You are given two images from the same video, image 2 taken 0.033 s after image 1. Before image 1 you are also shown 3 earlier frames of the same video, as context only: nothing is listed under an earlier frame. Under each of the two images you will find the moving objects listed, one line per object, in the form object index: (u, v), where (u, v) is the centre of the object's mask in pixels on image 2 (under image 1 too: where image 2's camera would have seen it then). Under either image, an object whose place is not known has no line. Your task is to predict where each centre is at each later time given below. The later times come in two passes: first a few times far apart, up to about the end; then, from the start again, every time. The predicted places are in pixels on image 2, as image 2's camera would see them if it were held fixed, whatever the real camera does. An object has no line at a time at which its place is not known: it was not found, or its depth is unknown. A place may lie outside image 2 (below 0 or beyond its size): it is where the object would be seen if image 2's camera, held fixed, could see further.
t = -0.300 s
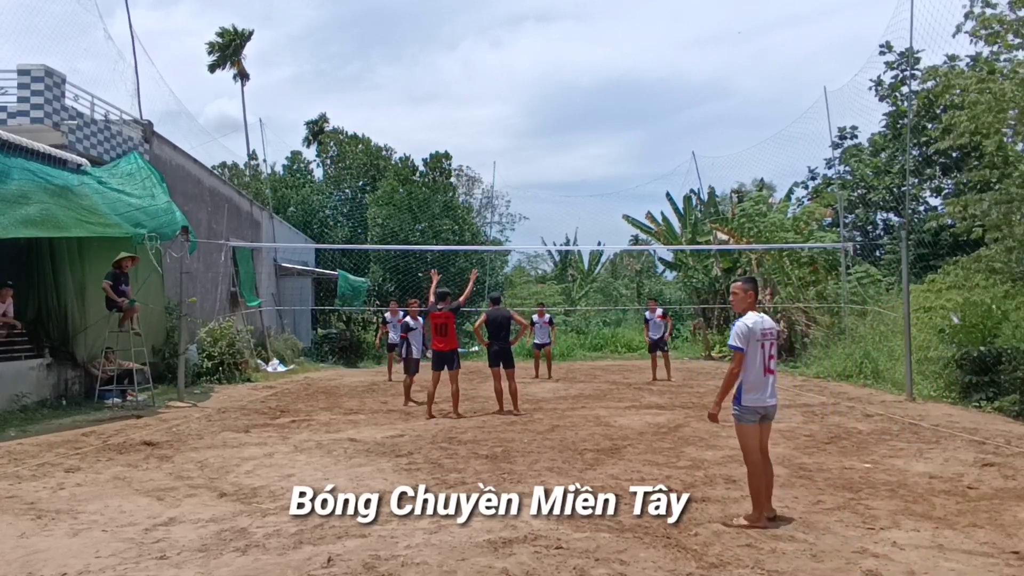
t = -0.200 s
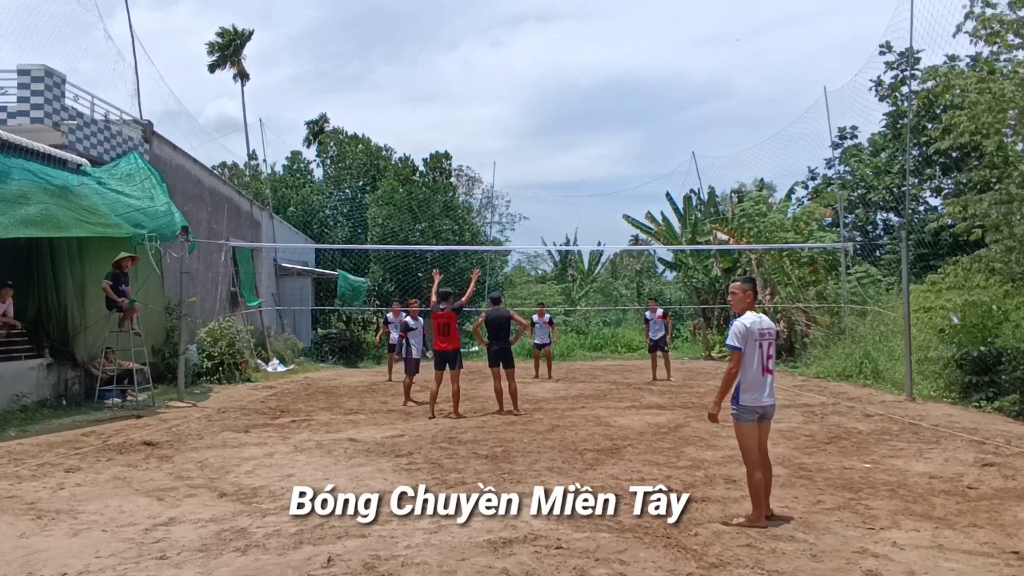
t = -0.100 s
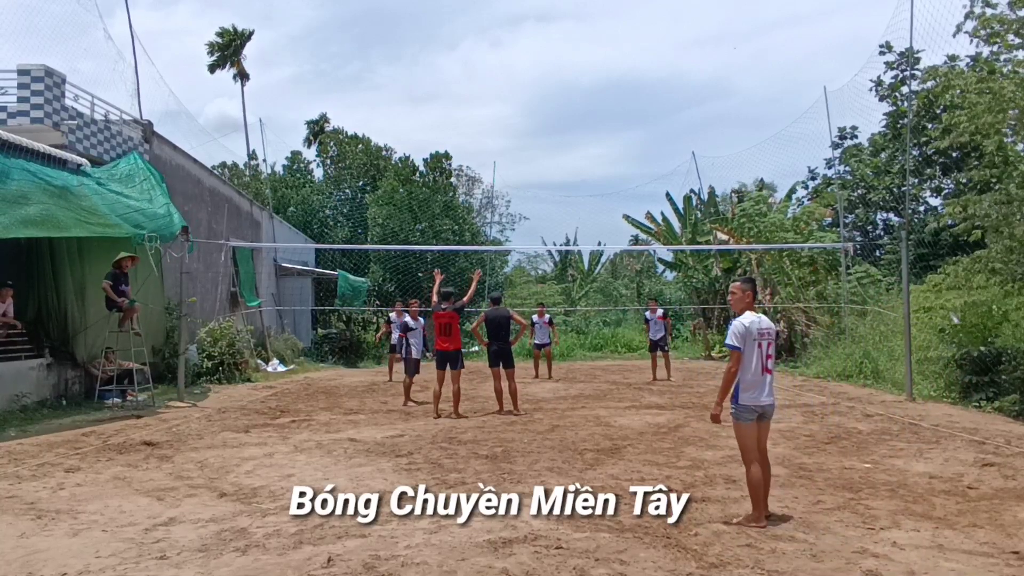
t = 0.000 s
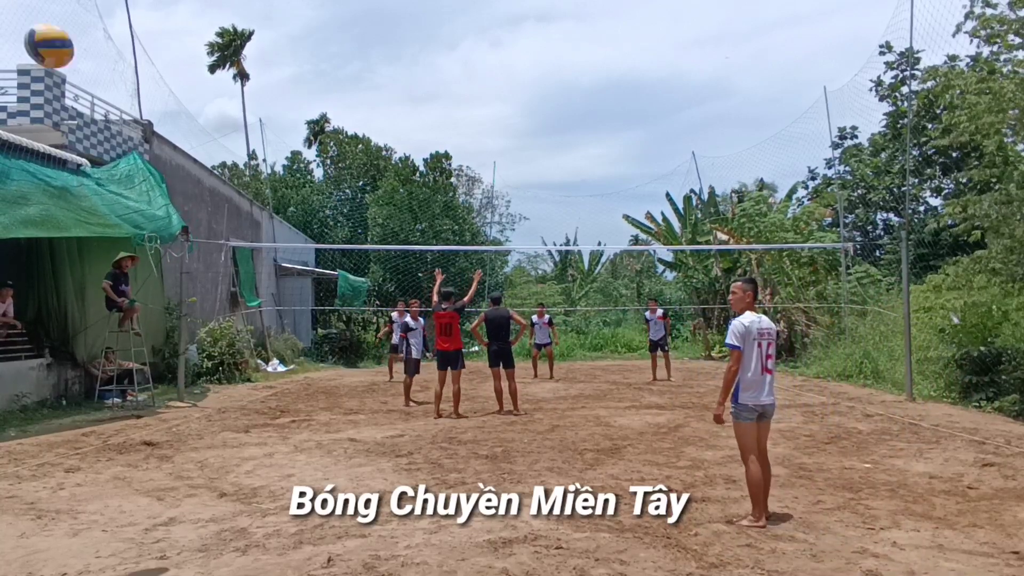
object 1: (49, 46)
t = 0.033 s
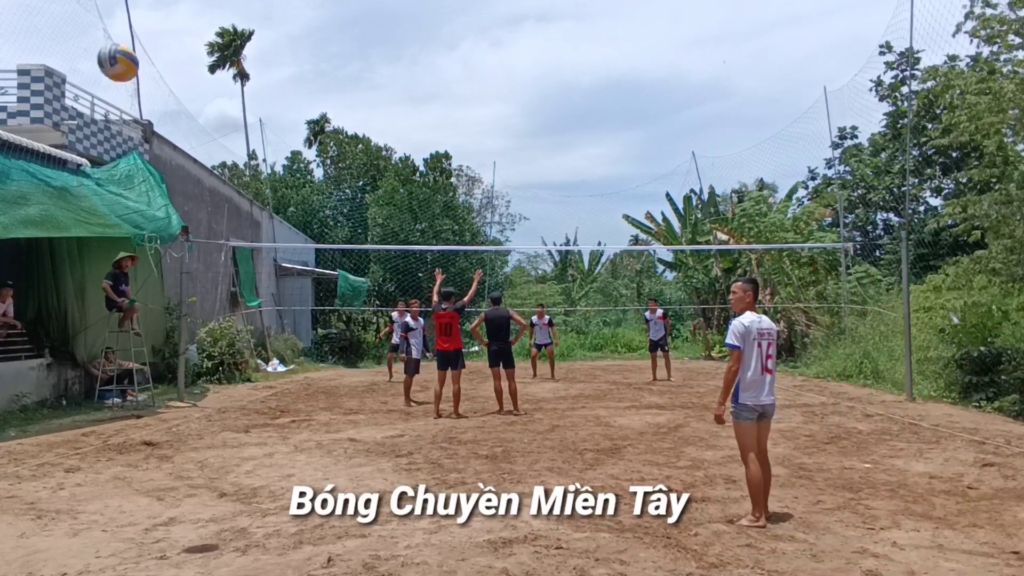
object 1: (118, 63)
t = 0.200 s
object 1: (301, 133)
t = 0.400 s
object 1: (388, 207)
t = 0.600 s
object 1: (425, 269)
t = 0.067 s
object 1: (171, 77)
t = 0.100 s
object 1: (214, 92)
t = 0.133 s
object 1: (249, 106)
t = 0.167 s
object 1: (277, 120)
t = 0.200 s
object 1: (301, 133)
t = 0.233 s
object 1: (322, 146)
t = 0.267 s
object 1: (339, 158)
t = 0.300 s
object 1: (354, 171)
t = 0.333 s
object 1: (367, 184)
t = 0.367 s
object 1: (379, 196)
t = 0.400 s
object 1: (388, 207)
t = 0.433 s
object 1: (397, 220)
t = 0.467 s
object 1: (405, 232)
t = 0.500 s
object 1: (412, 244)
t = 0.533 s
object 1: (419, 255)
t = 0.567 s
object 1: (423, 262)
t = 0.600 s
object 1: (425, 269)
